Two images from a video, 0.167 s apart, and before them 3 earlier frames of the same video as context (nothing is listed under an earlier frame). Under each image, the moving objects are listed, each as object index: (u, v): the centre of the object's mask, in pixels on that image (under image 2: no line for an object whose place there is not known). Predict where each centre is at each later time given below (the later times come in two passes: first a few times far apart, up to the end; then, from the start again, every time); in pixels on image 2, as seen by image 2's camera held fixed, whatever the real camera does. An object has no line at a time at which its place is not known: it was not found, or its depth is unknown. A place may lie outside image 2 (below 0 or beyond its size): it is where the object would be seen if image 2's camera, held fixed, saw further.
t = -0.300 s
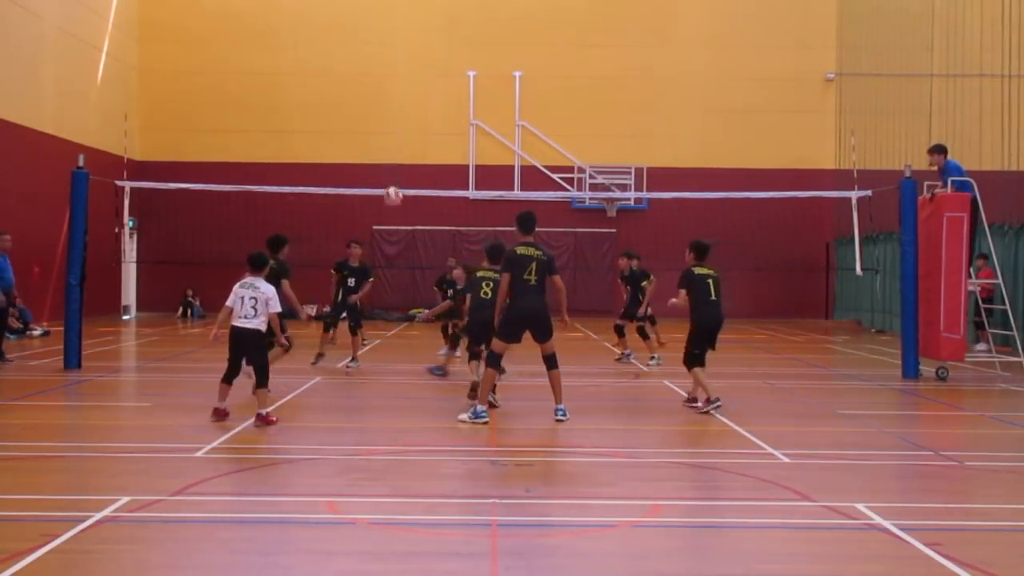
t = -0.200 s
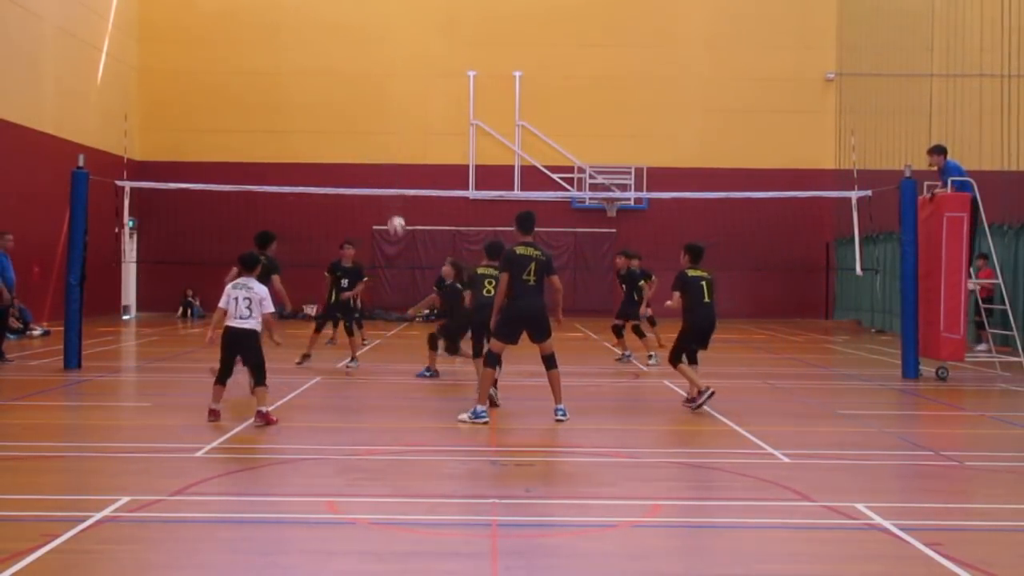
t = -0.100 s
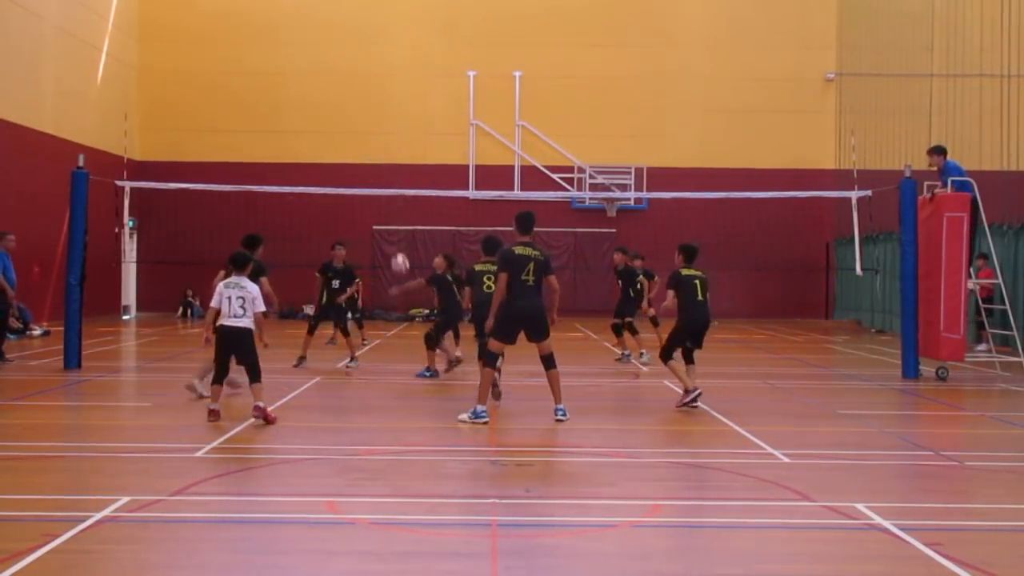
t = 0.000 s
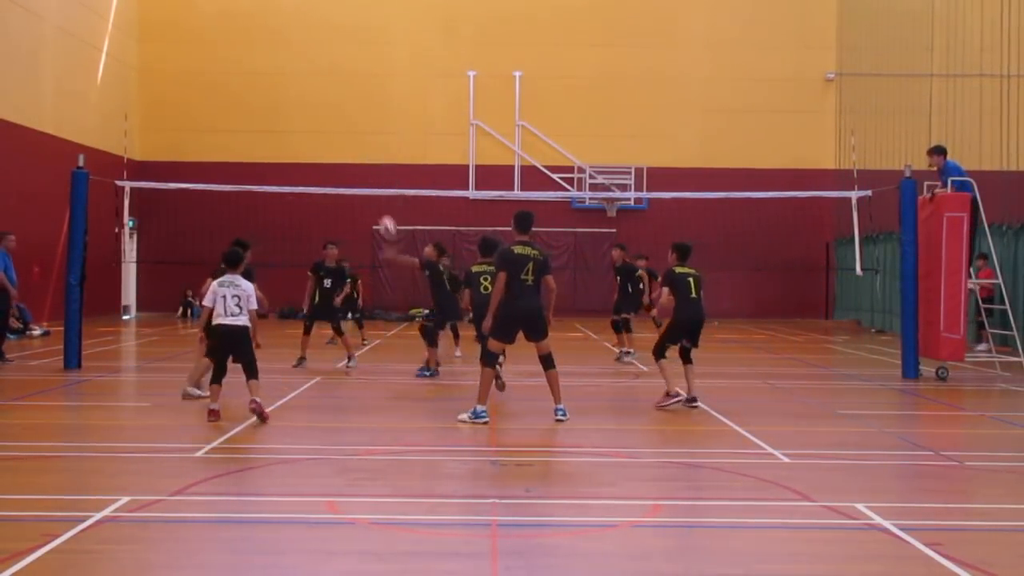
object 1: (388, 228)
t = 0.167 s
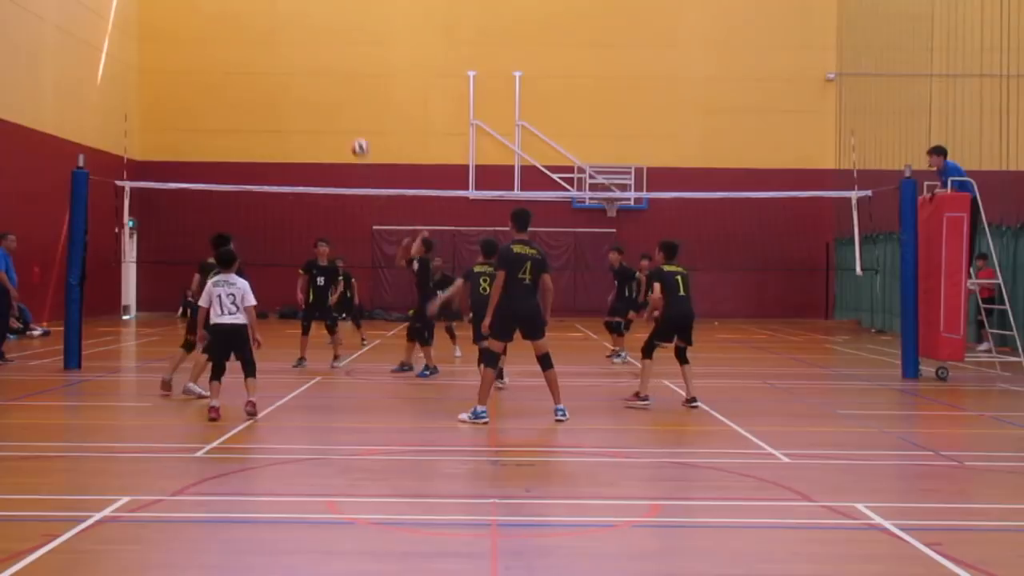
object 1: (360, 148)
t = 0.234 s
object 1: (349, 123)
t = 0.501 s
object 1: (306, 60)
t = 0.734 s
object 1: (268, 54)
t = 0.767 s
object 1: (262, 57)
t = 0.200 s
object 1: (354, 134)
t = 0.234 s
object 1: (349, 123)
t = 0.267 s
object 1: (343, 111)
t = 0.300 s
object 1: (338, 101)
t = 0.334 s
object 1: (333, 92)
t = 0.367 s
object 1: (327, 83)
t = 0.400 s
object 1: (322, 77)
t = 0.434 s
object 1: (316, 69)
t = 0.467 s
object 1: (311, 65)
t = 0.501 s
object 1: (306, 60)
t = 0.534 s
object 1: (300, 56)
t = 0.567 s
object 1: (295, 54)
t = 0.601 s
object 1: (290, 52)
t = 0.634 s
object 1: (283, 50)
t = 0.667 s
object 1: (278, 51)
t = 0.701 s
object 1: (273, 52)
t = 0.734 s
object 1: (268, 54)
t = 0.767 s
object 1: (262, 57)
